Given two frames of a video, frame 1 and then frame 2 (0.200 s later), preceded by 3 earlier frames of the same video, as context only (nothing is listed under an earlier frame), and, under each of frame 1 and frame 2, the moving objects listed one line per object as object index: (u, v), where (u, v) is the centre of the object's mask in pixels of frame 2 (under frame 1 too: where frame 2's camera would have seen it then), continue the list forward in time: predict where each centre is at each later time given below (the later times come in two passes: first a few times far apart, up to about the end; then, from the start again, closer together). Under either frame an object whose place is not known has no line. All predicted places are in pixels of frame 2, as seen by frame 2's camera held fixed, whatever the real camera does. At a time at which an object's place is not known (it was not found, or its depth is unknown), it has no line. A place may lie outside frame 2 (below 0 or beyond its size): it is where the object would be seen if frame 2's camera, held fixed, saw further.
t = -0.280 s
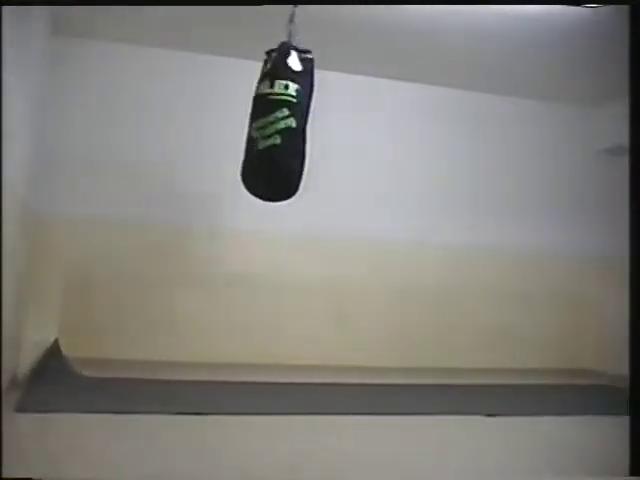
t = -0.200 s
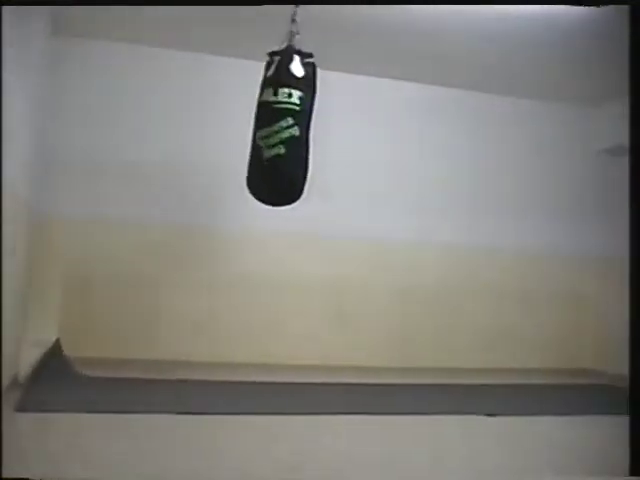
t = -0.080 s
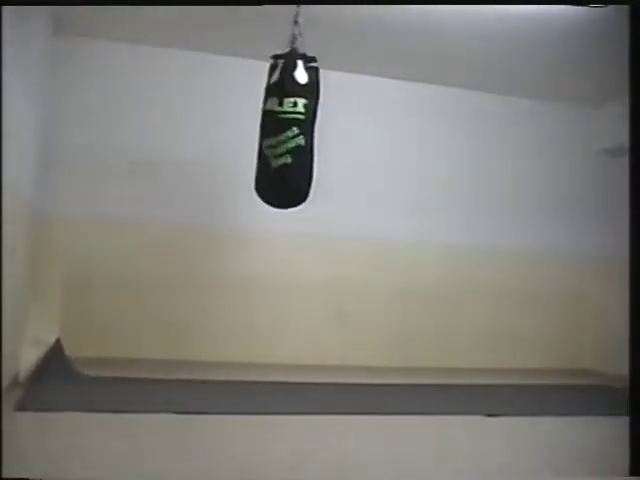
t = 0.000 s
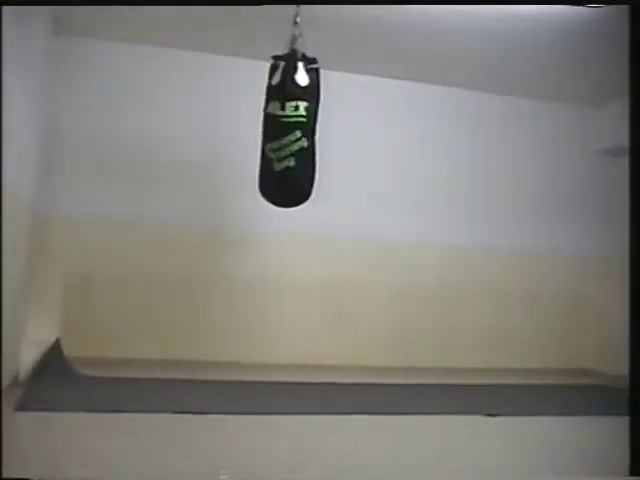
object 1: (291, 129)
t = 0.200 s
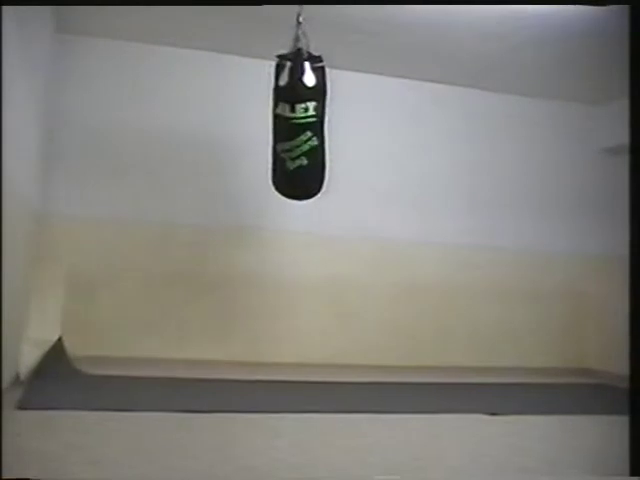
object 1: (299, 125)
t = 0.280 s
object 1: (300, 124)
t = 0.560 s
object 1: (305, 128)
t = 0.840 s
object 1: (298, 124)
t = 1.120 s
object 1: (288, 106)
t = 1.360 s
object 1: (293, 105)
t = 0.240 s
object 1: (299, 124)
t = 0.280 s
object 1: (300, 124)
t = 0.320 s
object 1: (303, 124)
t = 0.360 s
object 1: (303, 124)
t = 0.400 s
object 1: (303, 125)
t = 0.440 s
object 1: (303, 126)
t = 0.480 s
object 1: (305, 126)
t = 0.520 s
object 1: (305, 127)
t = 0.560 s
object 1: (305, 128)
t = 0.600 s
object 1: (305, 128)
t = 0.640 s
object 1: (305, 128)
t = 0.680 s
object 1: (305, 128)
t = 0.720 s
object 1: (304, 128)
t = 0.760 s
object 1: (301, 127)
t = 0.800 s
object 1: (299, 125)
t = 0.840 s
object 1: (298, 124)
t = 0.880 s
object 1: (299, 122)
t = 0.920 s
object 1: (298, 120)
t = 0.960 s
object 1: (297, 118)
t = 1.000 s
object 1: (294, 115)
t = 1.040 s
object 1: (293, 111)
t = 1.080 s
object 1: (291, 109)
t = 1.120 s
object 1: (288, 106)
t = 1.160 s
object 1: (285, 104)
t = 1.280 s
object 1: (282, 102)
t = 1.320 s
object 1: (293, 103)
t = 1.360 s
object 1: (293, 105)
